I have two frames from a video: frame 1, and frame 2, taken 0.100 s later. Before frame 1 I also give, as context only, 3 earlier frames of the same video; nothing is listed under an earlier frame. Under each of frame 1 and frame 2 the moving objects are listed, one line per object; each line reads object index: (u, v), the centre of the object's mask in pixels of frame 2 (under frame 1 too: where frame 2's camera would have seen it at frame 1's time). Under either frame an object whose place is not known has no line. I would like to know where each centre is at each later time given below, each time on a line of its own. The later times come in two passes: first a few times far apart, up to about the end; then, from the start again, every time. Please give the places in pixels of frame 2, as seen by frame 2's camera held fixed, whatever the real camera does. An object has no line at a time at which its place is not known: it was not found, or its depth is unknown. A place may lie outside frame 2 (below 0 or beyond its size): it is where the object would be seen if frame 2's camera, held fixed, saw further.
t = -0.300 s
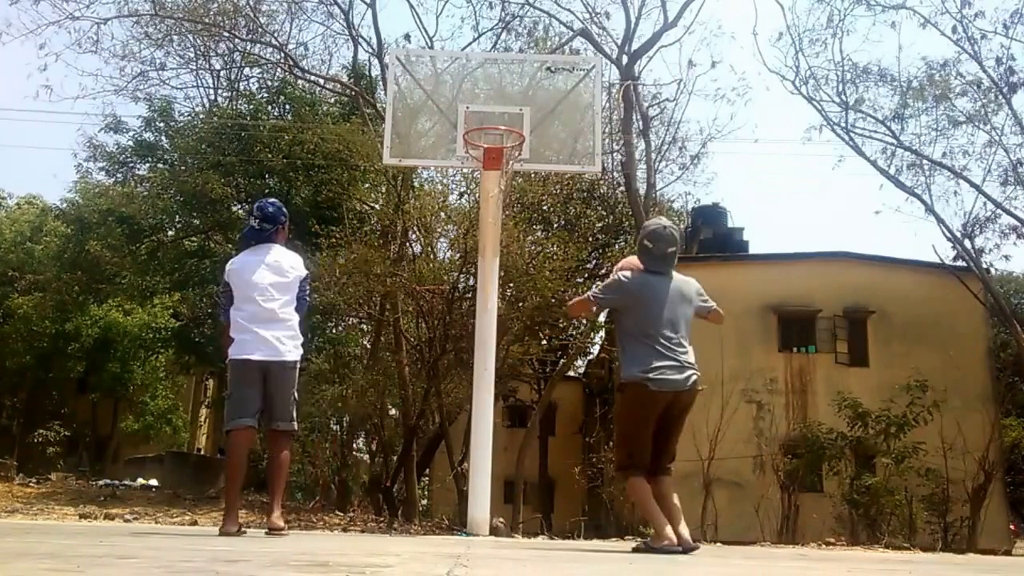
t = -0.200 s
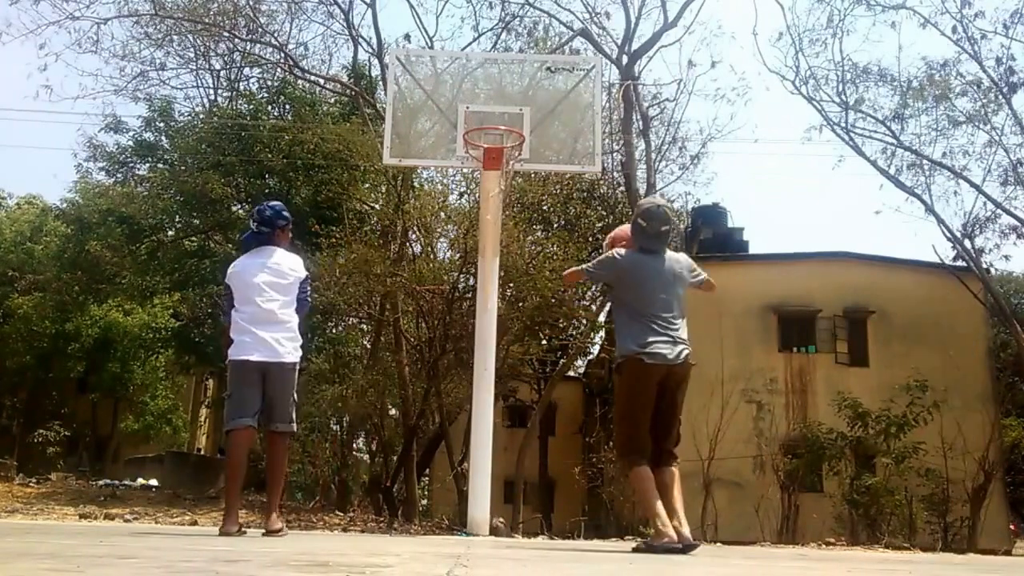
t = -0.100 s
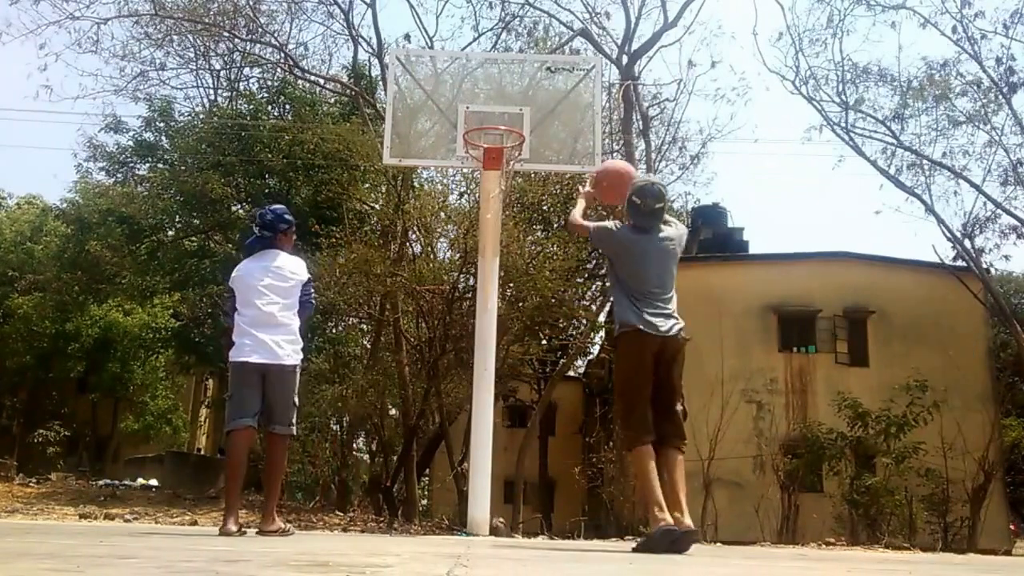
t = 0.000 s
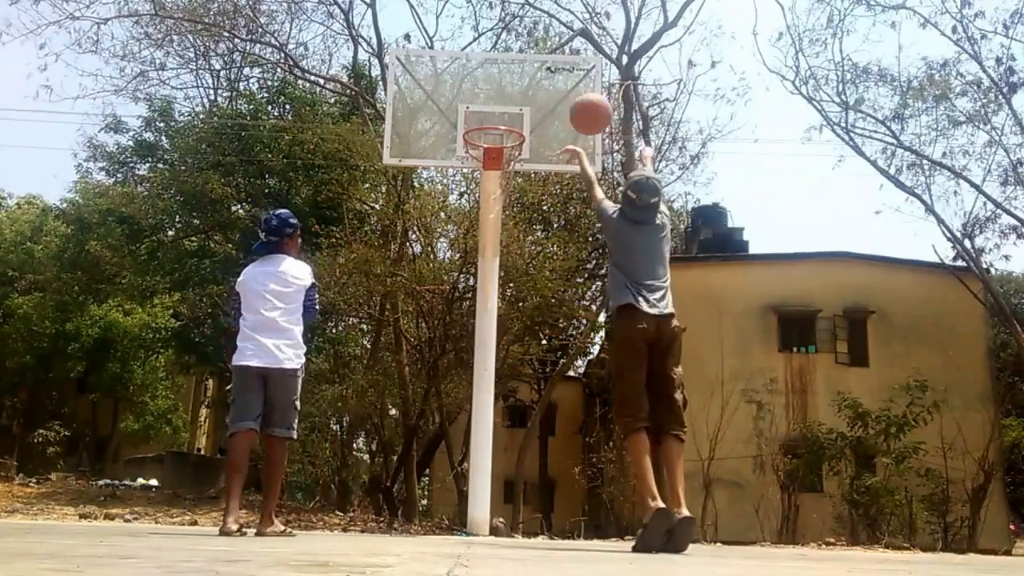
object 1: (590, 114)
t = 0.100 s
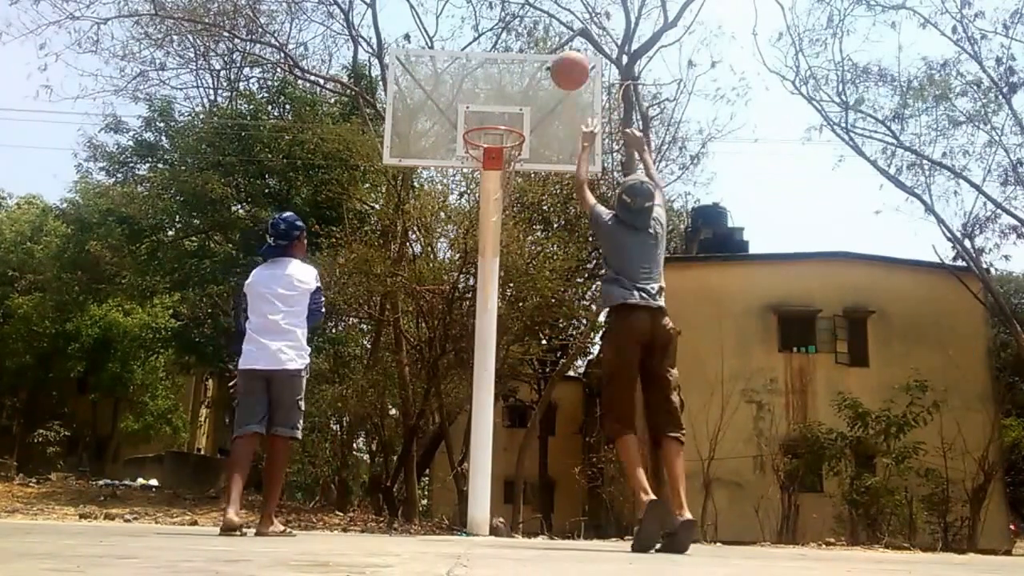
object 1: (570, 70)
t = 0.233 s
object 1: (545, 43)
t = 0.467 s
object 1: (509, 52)
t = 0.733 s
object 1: (476, 99)
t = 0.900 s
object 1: (457, 120)
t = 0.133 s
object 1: (563, 61)
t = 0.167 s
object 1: (557, 53)
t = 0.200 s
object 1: (551, 47)
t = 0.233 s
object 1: (545, 43)
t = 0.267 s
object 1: (540, 40)
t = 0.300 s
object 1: (534, 39)
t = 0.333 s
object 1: (529, 39)
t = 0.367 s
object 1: (524, 40)
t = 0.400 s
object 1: (519, 43)
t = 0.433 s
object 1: (514, 47)
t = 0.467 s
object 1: (509, 52)
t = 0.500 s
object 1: (504, 58)
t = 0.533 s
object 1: (499, 65)
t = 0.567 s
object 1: (494, 74)
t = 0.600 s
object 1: (490, 83)
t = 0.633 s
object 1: (485, 93)
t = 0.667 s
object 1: (481, 100)
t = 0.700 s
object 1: (478, 99)
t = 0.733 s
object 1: (476, 99)
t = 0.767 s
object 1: (473, 101)
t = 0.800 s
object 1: (469, 104)
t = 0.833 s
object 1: (466, 108)
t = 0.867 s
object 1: (462, 113)
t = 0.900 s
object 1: (457, 120)
